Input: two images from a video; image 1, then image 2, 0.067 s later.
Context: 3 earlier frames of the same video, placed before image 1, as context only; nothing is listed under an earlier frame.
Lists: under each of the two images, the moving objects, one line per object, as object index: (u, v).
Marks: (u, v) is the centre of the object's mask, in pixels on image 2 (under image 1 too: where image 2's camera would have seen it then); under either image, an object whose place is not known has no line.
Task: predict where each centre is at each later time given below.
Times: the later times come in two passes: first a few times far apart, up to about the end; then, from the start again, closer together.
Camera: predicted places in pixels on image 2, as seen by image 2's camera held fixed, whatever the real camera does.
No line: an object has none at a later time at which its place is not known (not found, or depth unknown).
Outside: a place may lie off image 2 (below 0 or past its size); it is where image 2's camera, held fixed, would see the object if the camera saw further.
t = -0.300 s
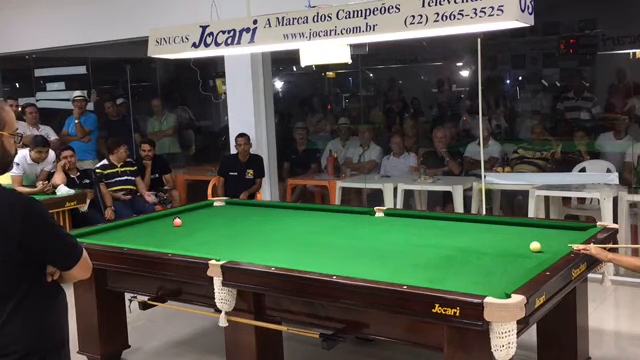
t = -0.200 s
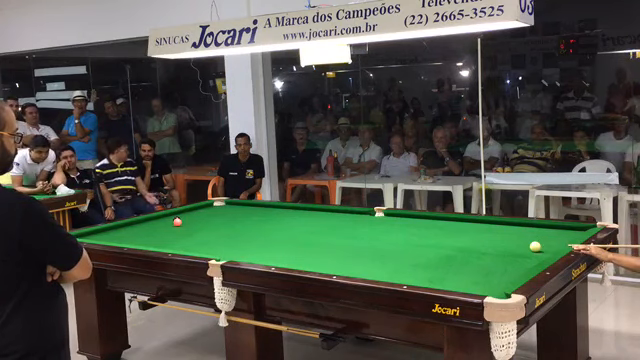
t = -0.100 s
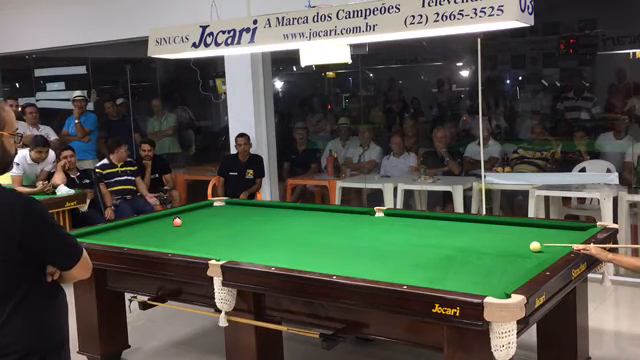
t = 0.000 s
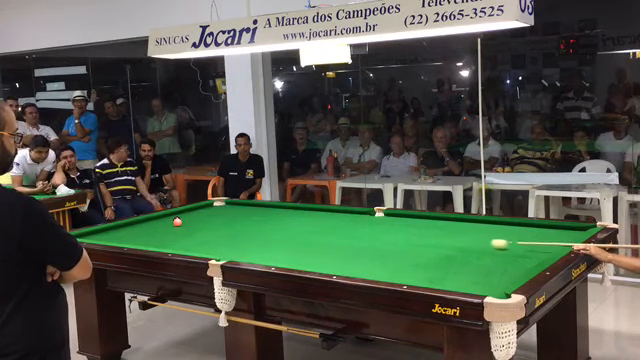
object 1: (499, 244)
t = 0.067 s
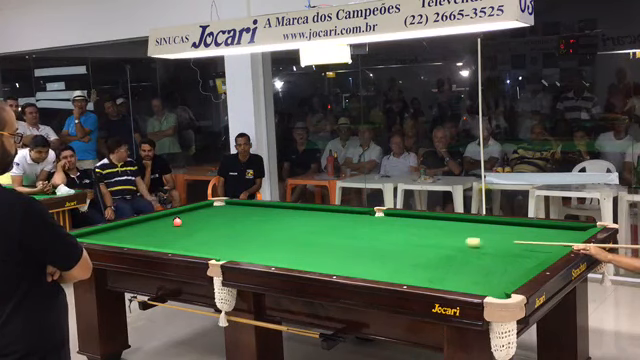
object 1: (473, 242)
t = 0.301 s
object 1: (391, 236)
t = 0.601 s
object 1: (298, 231)
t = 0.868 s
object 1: (228, 226)
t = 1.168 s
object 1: (158, 225)
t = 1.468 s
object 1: (116, 229)
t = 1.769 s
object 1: (119, 236)
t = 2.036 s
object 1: (123, 242)
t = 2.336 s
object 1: (158, 243)
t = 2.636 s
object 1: (190, 242)
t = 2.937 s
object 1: (221, 241)
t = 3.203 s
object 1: (248, 241)
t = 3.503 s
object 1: (276, 240)
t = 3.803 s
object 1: (303, 240)
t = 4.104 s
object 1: (328, 239)
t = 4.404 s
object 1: (352, 239)
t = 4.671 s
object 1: (372, 239)
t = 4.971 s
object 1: (393, 238)
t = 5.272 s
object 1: (411, 238)
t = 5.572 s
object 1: (430, 238)
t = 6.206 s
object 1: (459, 237)
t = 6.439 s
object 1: (470, 237)
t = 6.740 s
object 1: (480, 237)
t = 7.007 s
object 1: (488, 236)
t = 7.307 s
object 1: (496, 236)
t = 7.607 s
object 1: (501, 236)
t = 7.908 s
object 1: (505, 236)
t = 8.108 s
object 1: (506, 236)
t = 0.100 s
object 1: (460, 241)
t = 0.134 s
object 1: (448, 240)
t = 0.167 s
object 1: (436, 239)
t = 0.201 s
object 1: (424, 239)
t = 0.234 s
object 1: (412, 238)
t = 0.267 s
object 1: (401, 237)
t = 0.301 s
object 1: (391, 236)
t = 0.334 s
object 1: (380, 236)
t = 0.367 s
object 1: (369, 235)
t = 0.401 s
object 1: (358, 235)
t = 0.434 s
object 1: (348, 234)
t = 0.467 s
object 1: (337, 233)
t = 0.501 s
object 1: (327, 233)
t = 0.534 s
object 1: (317, 232)
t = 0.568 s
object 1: (308, 231)
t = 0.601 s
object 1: (298, 231)
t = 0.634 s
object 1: (289, 230)
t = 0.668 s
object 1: (280, 230)
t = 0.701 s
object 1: (271, 229)
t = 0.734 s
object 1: (262, 229)
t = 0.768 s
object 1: (253, 228)
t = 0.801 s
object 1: (245, 228)
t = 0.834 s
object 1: (236, 227)
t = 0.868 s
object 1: (228, 226)
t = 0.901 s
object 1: (220, 226)
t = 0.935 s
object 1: (212, 225)
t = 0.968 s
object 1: (203, 225)
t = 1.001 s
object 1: (196, 225)
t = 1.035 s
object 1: (188, 224)
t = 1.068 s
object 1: (182, 224)
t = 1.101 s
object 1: (172, 224)
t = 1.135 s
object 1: (166, 224)
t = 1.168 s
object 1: (158, 225)
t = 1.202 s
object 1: (151, 225)
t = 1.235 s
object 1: (143, 225)
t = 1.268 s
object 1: (135, 225)
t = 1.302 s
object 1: (128, 226)
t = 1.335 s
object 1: (121, 226)
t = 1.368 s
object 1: (114, 226)
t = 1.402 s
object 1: (114, 227)
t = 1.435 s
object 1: (115, 228)
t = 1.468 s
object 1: (116, 229)
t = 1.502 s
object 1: (116, 230)
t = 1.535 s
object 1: (117, 231)
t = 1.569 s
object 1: (117, 232)
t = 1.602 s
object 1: (117, 232)
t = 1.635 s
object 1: (118, 233)
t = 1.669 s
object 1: (118, 234)
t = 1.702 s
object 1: (118, 235)
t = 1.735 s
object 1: (118, 236)
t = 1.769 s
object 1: (119, 236)
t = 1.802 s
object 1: (120, 238)
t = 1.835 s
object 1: (120, 238)
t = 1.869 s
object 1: (120, 239)
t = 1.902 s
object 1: (121, 240)
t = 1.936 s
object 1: (121, 240)
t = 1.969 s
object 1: (121, 241)
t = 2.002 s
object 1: (122, 242)
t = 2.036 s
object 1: (123, 242)
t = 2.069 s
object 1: (127, 242)
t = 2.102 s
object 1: (131, 242)
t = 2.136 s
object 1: (135, 242)
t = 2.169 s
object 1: (138, 242)
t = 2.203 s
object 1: (142, 242)
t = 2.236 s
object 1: (146, 243)
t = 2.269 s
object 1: (150, 243)
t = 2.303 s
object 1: (154, 243)
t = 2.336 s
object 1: (158, 243)
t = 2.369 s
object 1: (161, 243)
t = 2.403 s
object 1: (165, 243)
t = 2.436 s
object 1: (169, 243)
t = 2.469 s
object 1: (172, 242)
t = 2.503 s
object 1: (176, 243)
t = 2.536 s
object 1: (180, 243)
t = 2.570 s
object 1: (183, 243)
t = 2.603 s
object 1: (187, 242)
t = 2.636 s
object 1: (190, 242)
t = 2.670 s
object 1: (194, 242)
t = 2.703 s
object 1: (197, 242)
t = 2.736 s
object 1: (201, 242)
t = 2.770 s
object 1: (204, 242)
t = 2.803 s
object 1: (208, 242)
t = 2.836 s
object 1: (211, 242)
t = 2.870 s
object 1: (215, 242)
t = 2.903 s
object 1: (218, 242)
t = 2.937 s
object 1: (221, 241)
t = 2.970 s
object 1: (225, 241)
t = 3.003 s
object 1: (228, 241)
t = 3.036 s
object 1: (232, 241)
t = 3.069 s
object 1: (235, 241)
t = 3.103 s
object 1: (238, 241)
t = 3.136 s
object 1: (242, 241)
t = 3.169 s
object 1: (245, 241)
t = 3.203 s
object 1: (248, 241)
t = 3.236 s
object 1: (251, 241)
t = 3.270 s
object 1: (254, 241)
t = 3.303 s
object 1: (258, 241)
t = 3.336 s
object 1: (261, 241)
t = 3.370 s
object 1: (264, 240)
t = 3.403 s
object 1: (267, 240)
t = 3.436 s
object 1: (270, 240)
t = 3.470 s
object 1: (273, 240)
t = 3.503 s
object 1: (276, 240)
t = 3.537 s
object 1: (279, 240)
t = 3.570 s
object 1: (283, 240)
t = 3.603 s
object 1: (286, 240)
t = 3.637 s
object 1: (289, 240)
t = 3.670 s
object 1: (292, 240)
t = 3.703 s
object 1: (295, 240)
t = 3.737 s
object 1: (297, 240)
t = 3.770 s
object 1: (300, 240)
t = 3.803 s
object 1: (303, 240)
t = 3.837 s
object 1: (306, 240)
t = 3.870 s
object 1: (309, 240)
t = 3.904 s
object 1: (312, 240)
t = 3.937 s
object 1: (314, 240)
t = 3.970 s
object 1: (317, 240)
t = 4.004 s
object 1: (320, 240)
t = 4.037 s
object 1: (323, 240)
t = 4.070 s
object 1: (326, 239)
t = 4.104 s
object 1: (328, 239)
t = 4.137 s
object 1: (331, 239)
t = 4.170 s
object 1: (334, 239)
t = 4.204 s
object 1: (337, 239)
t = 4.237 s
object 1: (339, 239)
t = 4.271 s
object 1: (342, 239)
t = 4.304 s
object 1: (344, 239)
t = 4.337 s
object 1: (347, 239)
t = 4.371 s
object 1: (350, 239)
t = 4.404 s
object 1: (352, 239)
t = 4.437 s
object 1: (355, 239)
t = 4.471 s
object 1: (357, 239)
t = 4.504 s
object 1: (360, 239)
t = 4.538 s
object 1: (362, 239)
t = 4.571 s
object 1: (365, 239)
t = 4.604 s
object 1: (367, 239)
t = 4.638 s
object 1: (370, 239)
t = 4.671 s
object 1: (372, 239)
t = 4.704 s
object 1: (374, 239)
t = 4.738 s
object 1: (377, 238)
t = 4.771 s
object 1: (379, 239)
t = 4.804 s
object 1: (381, 238)
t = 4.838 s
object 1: (383, 238)
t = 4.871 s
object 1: (386, 238)
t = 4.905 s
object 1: (388, 238)
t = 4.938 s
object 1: (390, 238)
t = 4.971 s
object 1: (393, 238)
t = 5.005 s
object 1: (395, 238)
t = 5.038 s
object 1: (397, 238)
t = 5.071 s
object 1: (399, 238)
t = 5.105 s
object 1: (401, 238)
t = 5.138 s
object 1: (403, 238)
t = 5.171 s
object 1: (405, 238)
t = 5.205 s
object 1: (407, 238)
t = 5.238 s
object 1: (409, 238)
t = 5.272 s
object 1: (411, 238)
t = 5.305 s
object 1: (413, 238)
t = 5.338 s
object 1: (415, 238)
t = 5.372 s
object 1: (417, 238)
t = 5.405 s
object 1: (419, 238)
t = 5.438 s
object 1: (421, 238)
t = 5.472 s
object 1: (423, 238)
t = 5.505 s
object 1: (425, 238)
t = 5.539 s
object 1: (427, 238)
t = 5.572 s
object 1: (430, 238)
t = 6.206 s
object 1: (459, 237)
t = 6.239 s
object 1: (461, 237)
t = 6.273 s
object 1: (463, 237)
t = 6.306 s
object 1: (464, 237)
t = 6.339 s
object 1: (465, 237)
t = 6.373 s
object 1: (467, 237)
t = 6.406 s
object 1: (468, 237)
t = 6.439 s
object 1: (470, 237)
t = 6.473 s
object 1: (471, 237)
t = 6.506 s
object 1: (472, 237)
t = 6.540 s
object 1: (473, 237)
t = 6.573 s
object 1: (475, 237)
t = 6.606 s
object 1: (476, 237)
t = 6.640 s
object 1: (477, 237)
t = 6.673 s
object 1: (478, 237)
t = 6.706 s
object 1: (479, 237)
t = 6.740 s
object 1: (480, 237)
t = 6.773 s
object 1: (481, 237)
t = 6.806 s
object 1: (482, 237)
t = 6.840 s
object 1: (483, 237)
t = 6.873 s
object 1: (485, 237)
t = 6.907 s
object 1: (485, 237)
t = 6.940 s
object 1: (486, 237)
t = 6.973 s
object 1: (487, 237)
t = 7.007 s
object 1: (488, 236)
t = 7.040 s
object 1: (489, 236)
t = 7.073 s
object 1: (490, 236)
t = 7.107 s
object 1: (491, 236)
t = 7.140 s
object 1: (492, 236)
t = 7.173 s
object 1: (493, 237)
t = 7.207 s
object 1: (493, 237)
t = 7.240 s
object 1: (494, 237)
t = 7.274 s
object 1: (495, 236)
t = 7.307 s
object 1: (496, 236)
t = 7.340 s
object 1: (496, 236)
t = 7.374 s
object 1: (497, 236)
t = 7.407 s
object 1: (498, 236)
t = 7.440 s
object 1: (498, 236)
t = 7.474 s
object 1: (499, 236)
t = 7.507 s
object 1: (500, 237)
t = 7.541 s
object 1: (500, 236)
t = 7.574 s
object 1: (501, 237)
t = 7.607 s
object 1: (501, 236)
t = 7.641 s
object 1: (502, 236)
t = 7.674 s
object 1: (502, 236)
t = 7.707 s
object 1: (503, 236)
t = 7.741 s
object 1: (503, 236)
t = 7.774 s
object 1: (504, 236)
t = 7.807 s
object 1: (504, 236)
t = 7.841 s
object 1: (505, 236)
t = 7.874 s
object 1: (505, 237)
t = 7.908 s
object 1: (505, 236)
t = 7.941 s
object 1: (505, 236)
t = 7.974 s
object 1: (506, 236)
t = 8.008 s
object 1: (506, 236)
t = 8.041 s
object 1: (506, 236)
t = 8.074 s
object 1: (506, 236)
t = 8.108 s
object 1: (506, 236)
